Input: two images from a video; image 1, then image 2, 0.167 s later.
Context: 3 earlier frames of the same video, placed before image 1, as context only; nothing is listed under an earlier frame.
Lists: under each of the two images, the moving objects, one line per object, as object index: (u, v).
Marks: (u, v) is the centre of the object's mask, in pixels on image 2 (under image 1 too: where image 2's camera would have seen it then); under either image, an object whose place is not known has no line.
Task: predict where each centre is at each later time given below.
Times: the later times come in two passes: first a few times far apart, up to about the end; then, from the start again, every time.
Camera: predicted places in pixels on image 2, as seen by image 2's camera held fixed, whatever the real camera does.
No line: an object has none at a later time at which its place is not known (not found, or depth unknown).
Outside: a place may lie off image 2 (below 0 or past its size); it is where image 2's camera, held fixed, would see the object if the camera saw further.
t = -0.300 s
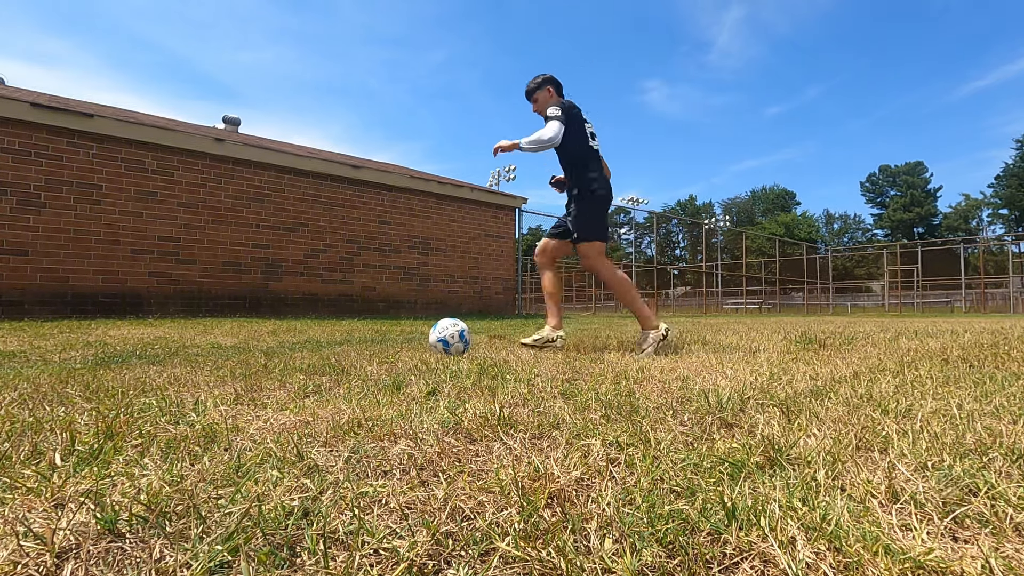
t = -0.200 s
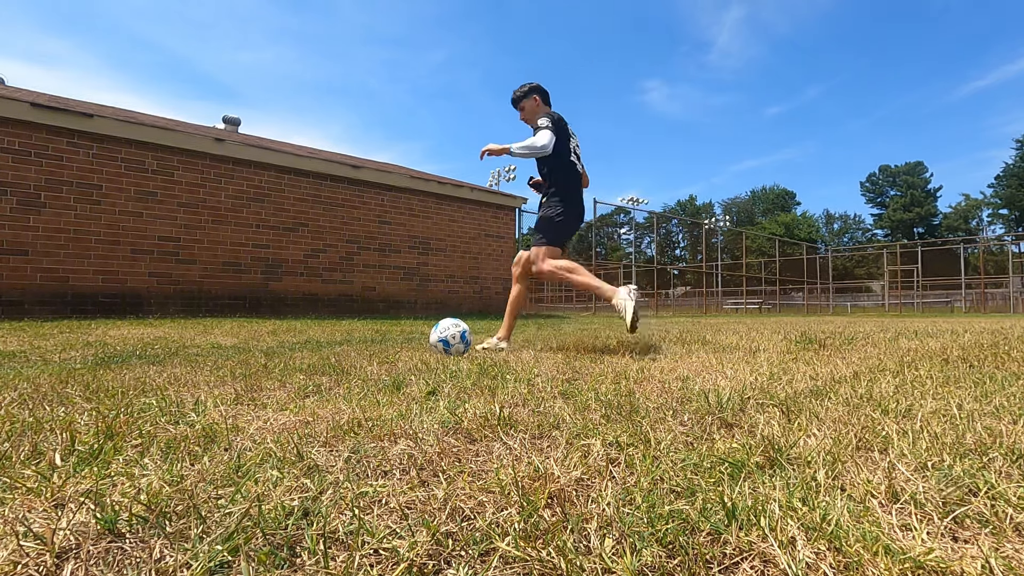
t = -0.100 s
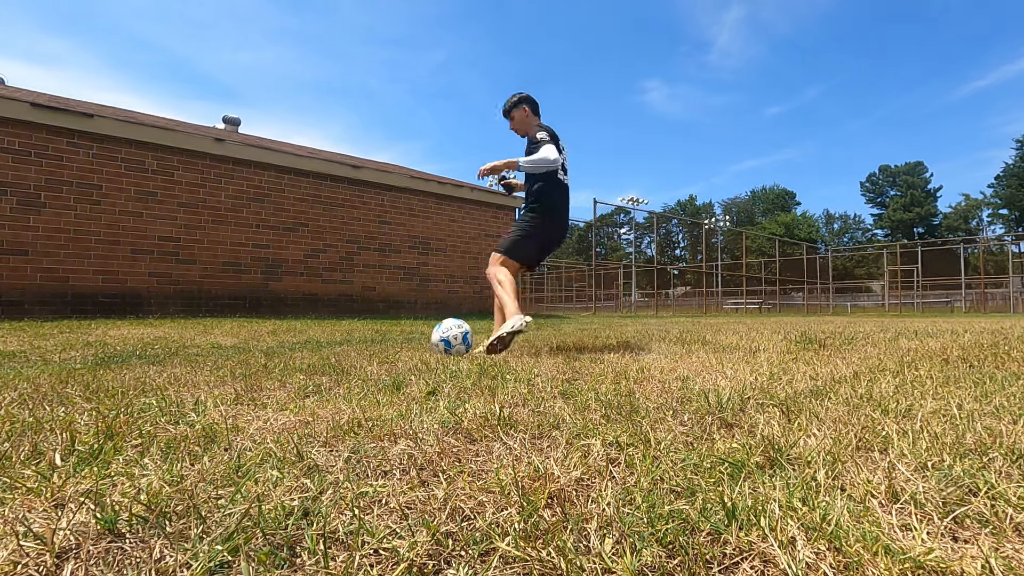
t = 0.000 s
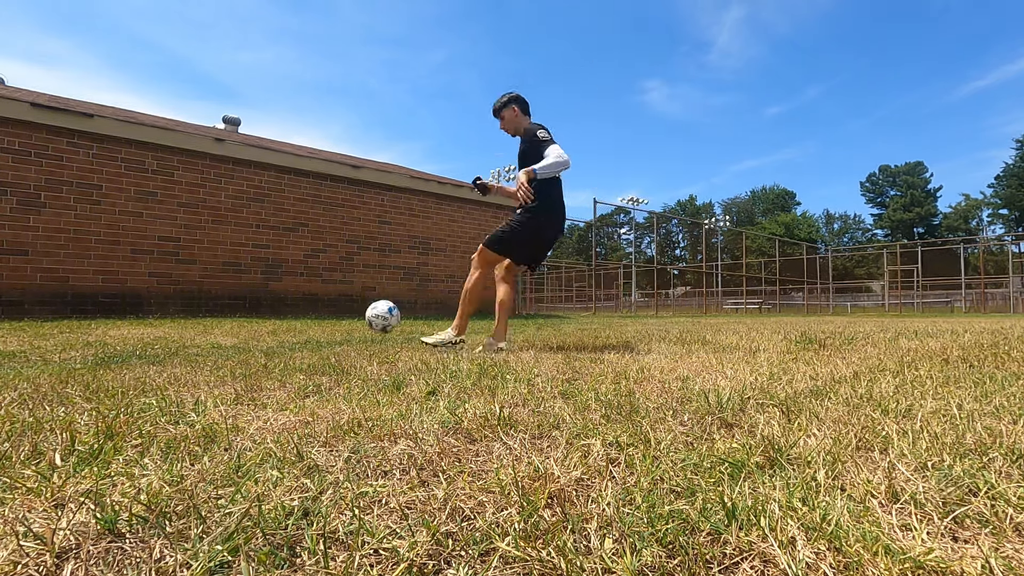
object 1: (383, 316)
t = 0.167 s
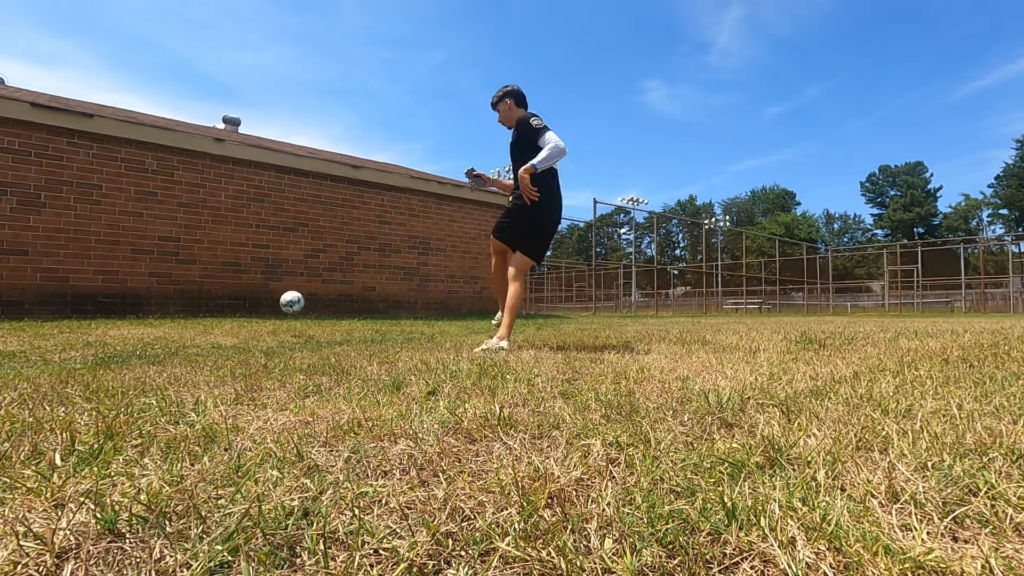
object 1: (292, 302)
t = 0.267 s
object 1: (263, 307)
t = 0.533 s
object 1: (253, 298)
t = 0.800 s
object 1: (320, 325)
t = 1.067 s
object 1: (414, 333)
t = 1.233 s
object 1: (477, 324)
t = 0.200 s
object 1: (281, 303)
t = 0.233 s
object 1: (272, 305)
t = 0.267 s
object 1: (263, 307)
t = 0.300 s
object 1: (256, 309)
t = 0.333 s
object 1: (249, 311)
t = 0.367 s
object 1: (243, 310)
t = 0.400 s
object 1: (239, 307)
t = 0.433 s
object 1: (236, 304)
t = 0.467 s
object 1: (240, 301)
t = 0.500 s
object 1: (246, 299)
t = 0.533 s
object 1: (253, 298)
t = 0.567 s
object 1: (259, 298)
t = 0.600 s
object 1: (266, 299)
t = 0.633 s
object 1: (274, 301)
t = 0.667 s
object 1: (282, 303)
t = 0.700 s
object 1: (291, 307)
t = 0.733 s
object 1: (300, 311)
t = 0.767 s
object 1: (310, 317)
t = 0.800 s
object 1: (320, 325)
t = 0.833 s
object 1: (330, 326)
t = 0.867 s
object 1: (340, 325)
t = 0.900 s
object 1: (351, 322)
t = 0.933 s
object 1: (362, 322)
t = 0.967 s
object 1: (374, 323)
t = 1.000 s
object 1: (386, 325)
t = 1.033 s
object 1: (400, 328)
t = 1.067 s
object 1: (414, 333)
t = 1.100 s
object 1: (428, 334)
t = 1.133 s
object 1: (439, 330)
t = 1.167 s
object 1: (451, 327)
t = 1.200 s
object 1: (464, 324)
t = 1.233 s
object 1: (477, 324)
